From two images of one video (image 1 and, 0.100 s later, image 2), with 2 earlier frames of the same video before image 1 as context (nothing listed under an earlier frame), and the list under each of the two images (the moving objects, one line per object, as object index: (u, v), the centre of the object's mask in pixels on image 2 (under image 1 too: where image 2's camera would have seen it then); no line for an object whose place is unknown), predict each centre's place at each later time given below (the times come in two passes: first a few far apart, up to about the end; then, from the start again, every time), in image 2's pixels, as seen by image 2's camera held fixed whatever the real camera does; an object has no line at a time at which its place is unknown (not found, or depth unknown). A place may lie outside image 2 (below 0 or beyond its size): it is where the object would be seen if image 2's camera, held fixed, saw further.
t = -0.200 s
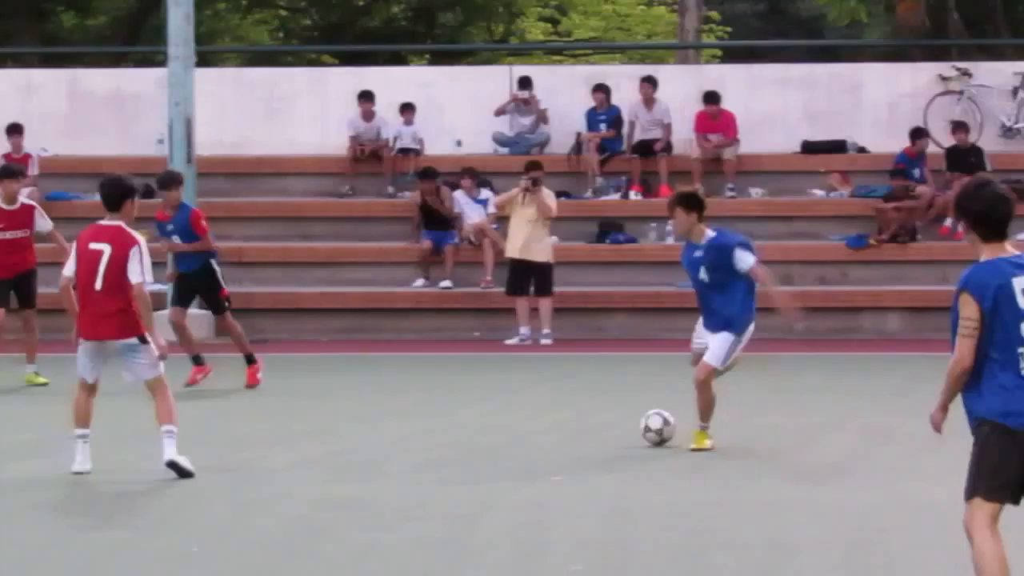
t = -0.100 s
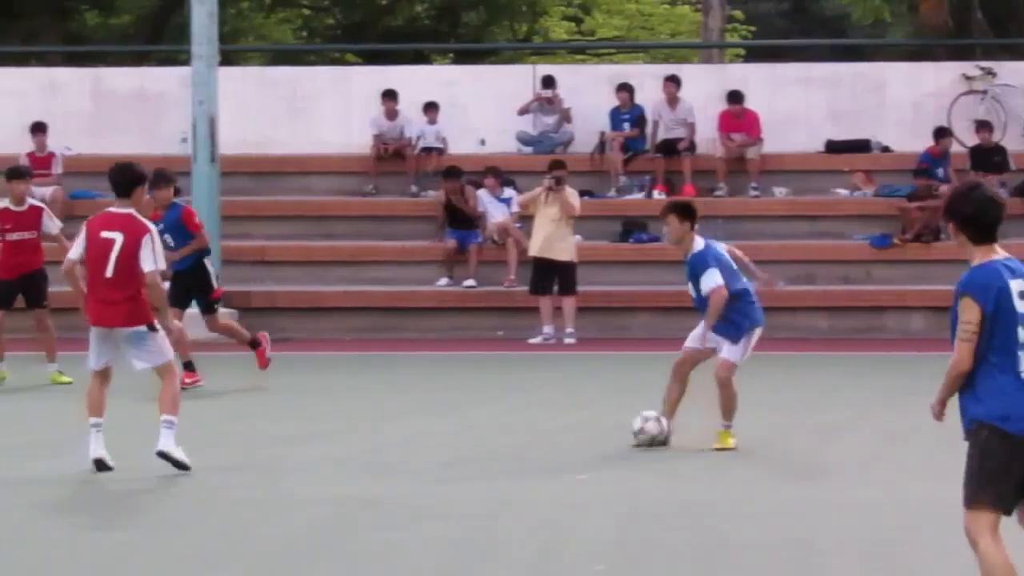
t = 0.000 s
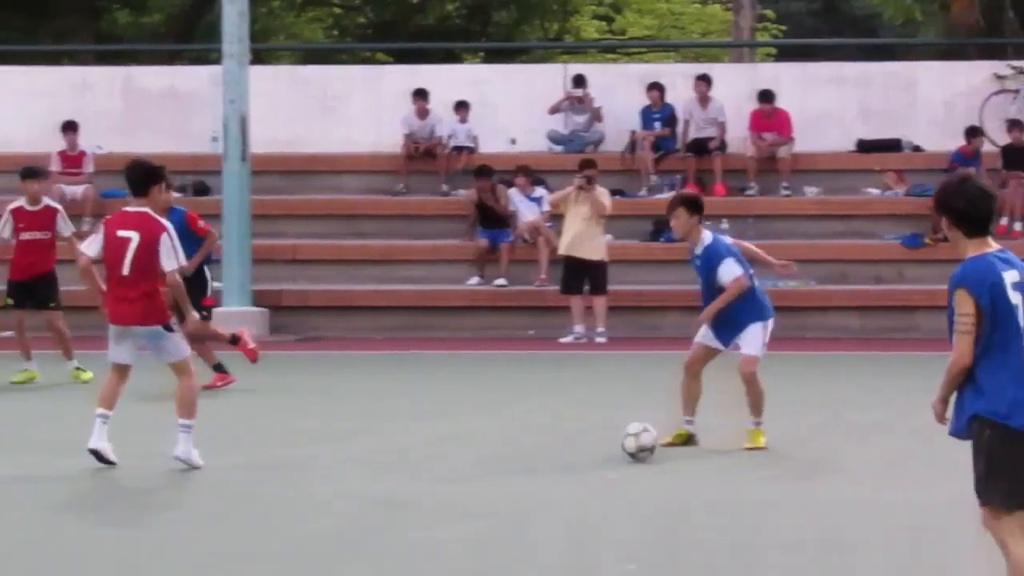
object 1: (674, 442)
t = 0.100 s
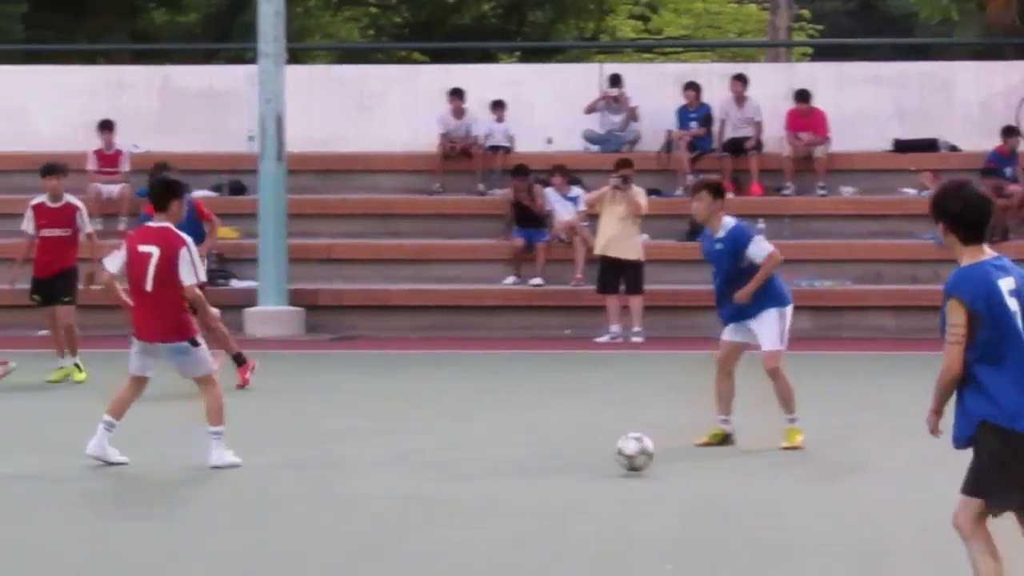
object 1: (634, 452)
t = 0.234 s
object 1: (581, 466)
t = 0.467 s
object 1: (493, 499)
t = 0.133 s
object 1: (621, 458)
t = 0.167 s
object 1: (608, 460)
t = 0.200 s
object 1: (595, 462)
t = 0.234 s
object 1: (581, 466)
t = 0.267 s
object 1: (567, 473)
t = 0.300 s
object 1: (554, 477)
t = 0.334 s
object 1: (543, 480)
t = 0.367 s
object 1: (529, 486)
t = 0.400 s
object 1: (517, 489)
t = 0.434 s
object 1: (504, 493)
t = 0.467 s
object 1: (493, 499)
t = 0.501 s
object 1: (481, 500)
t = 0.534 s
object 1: (469, 502)
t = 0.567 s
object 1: (457, 508)
